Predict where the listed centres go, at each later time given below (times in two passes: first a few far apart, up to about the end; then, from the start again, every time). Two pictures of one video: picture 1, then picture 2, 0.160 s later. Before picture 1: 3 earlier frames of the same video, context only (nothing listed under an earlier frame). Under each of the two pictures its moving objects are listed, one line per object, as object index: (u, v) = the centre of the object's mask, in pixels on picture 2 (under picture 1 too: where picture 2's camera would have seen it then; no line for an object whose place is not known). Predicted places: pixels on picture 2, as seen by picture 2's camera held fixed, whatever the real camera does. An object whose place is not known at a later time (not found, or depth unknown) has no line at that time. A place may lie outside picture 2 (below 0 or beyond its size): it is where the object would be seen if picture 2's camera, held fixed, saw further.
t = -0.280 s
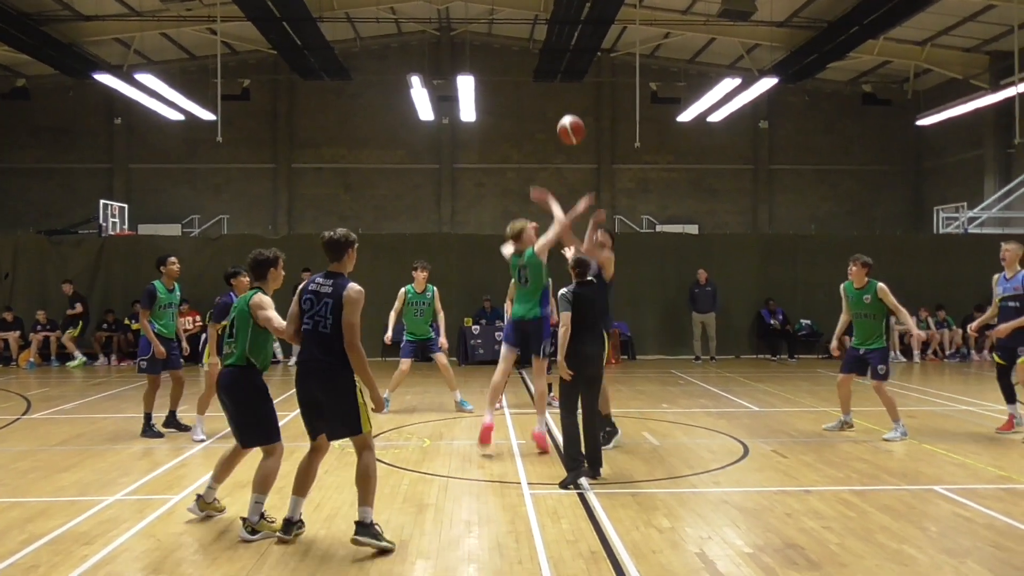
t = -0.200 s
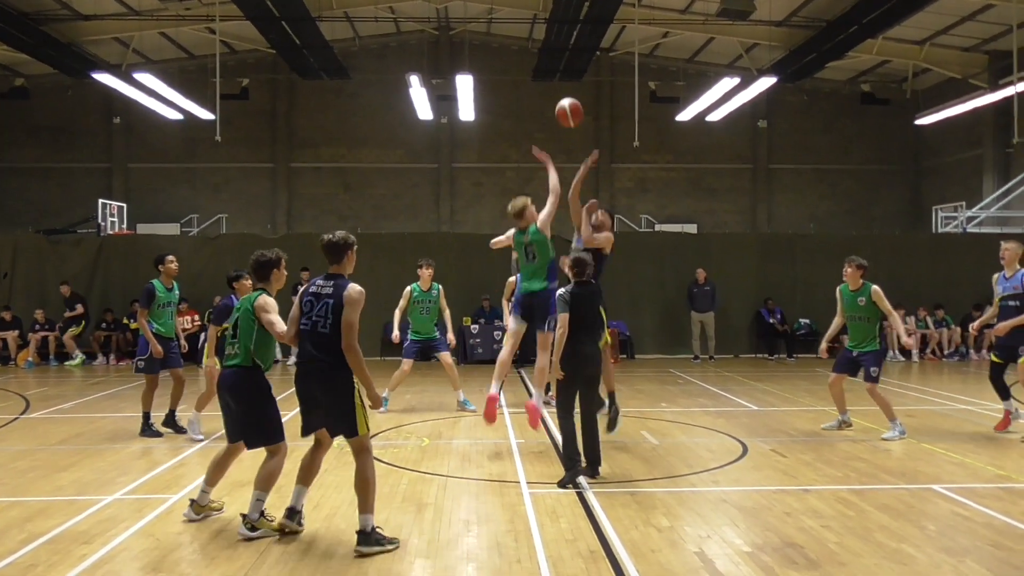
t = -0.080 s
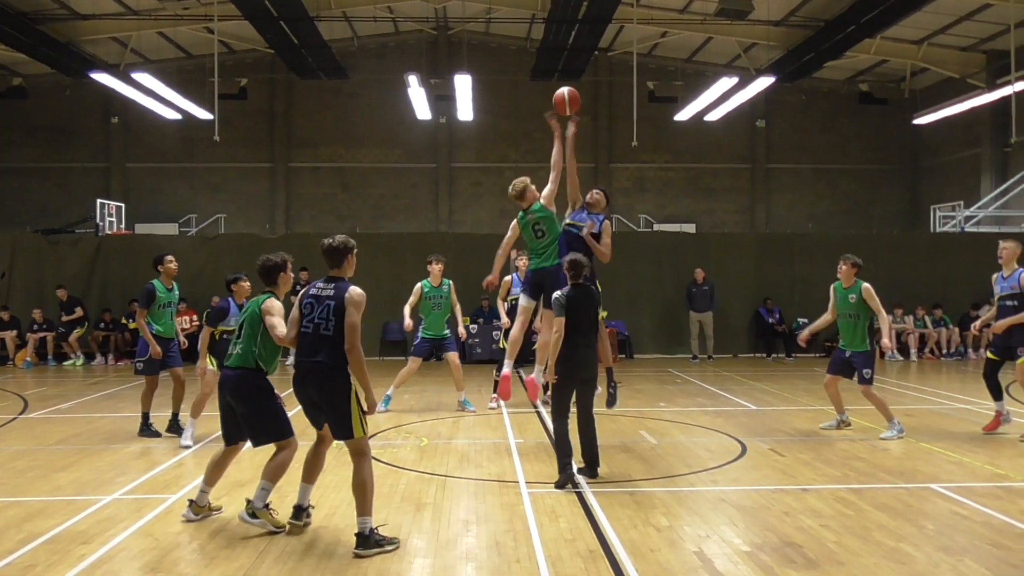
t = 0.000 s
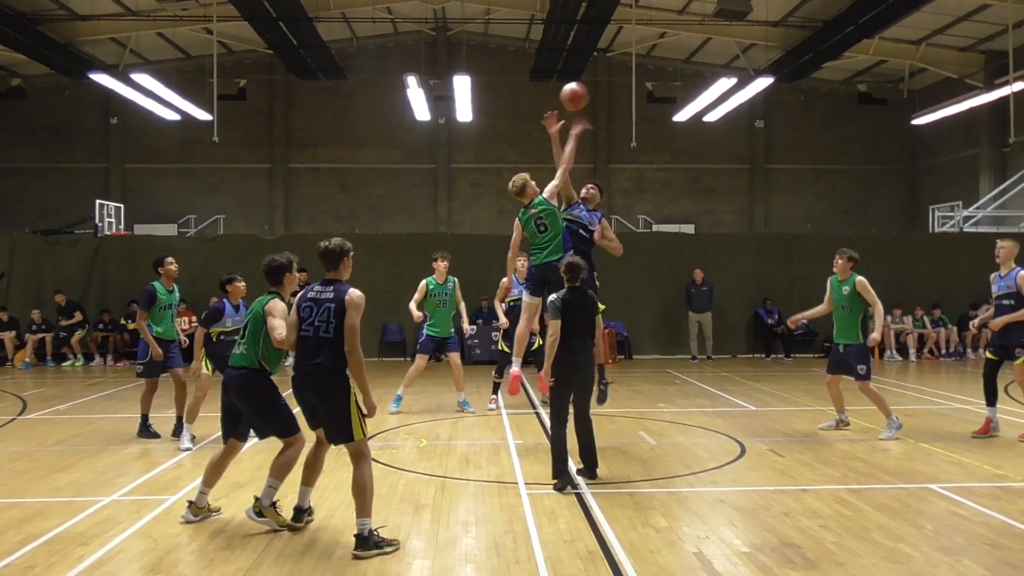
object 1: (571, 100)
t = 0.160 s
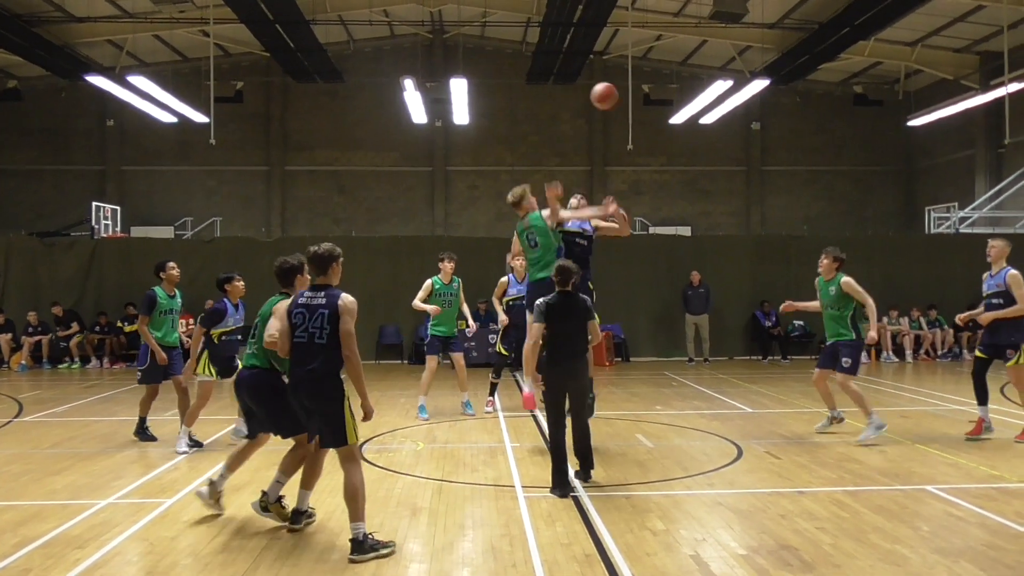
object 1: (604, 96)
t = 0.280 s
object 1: (628, 111)
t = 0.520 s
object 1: (672, 181)
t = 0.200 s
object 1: (612, 99)
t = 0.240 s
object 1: (620, 104)
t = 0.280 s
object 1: (628, 111)
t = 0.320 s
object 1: (636, 119)
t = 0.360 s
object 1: (644, 128)
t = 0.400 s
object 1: (651, 139)
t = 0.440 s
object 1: (658, 152)
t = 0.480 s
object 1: (665, 166)
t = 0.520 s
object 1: (672, 181)
